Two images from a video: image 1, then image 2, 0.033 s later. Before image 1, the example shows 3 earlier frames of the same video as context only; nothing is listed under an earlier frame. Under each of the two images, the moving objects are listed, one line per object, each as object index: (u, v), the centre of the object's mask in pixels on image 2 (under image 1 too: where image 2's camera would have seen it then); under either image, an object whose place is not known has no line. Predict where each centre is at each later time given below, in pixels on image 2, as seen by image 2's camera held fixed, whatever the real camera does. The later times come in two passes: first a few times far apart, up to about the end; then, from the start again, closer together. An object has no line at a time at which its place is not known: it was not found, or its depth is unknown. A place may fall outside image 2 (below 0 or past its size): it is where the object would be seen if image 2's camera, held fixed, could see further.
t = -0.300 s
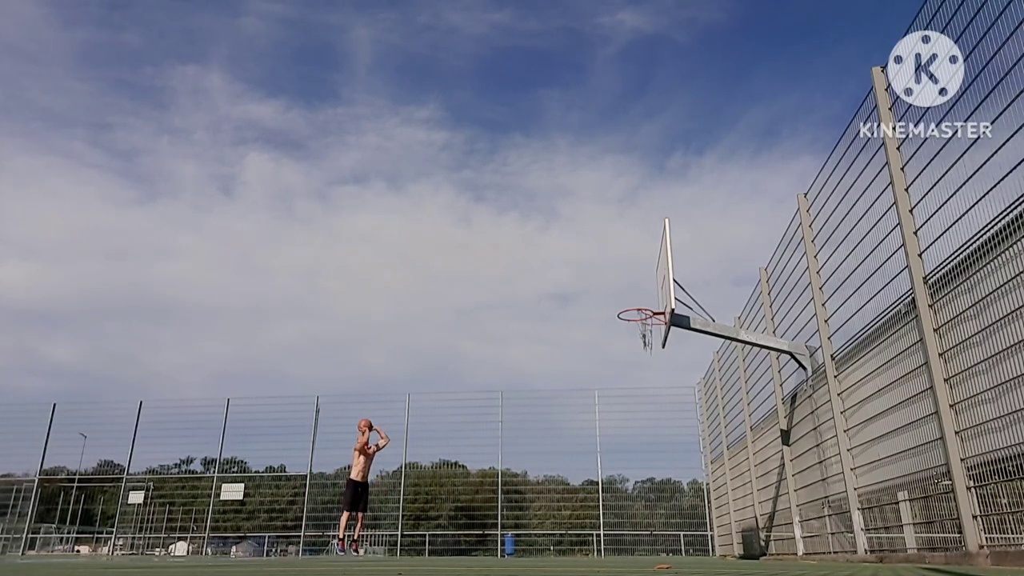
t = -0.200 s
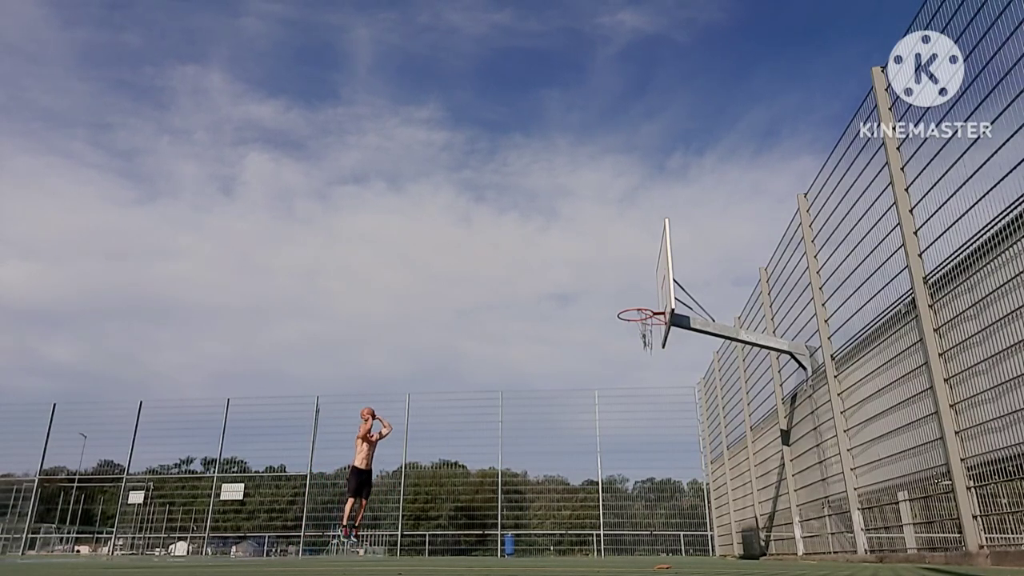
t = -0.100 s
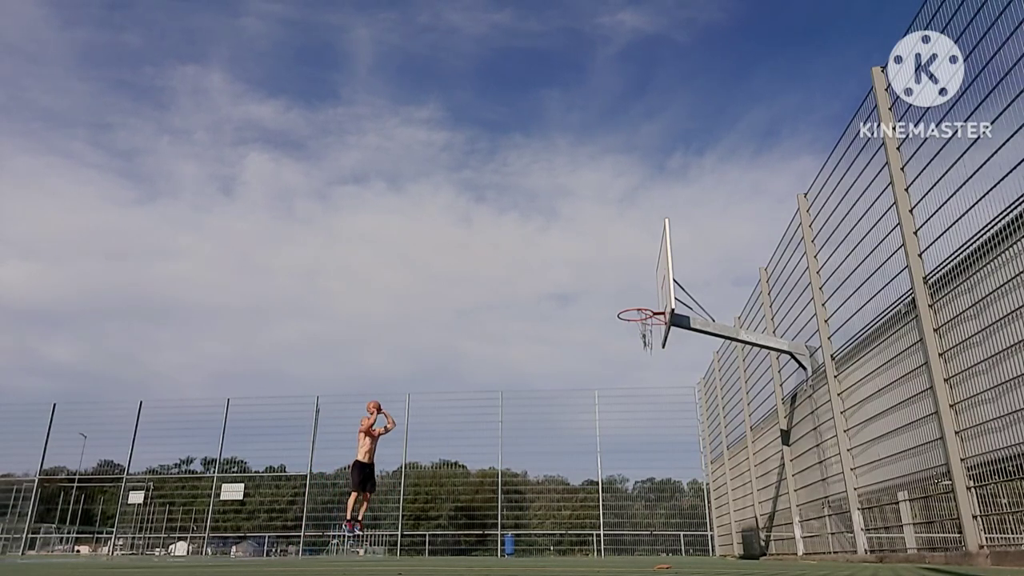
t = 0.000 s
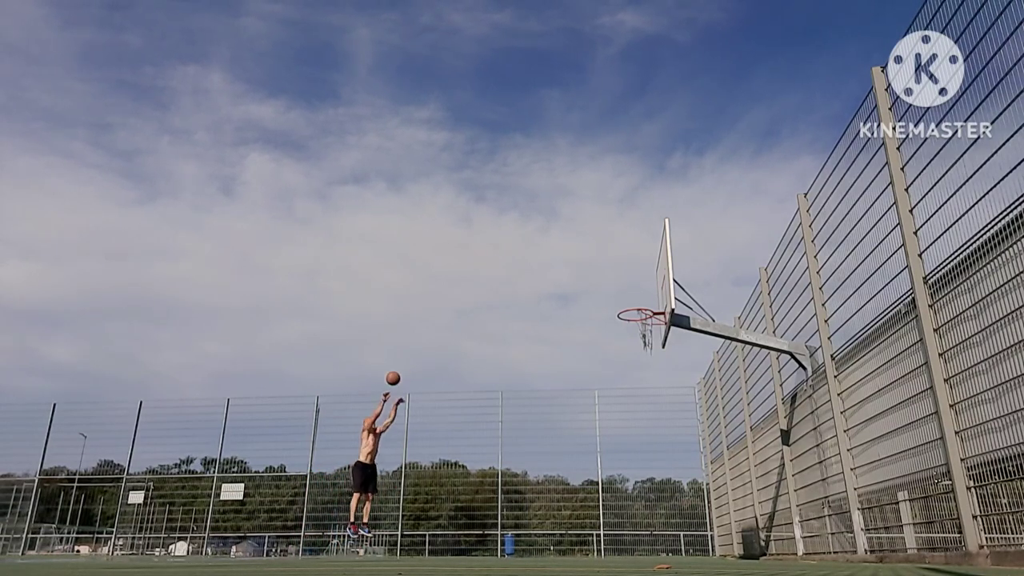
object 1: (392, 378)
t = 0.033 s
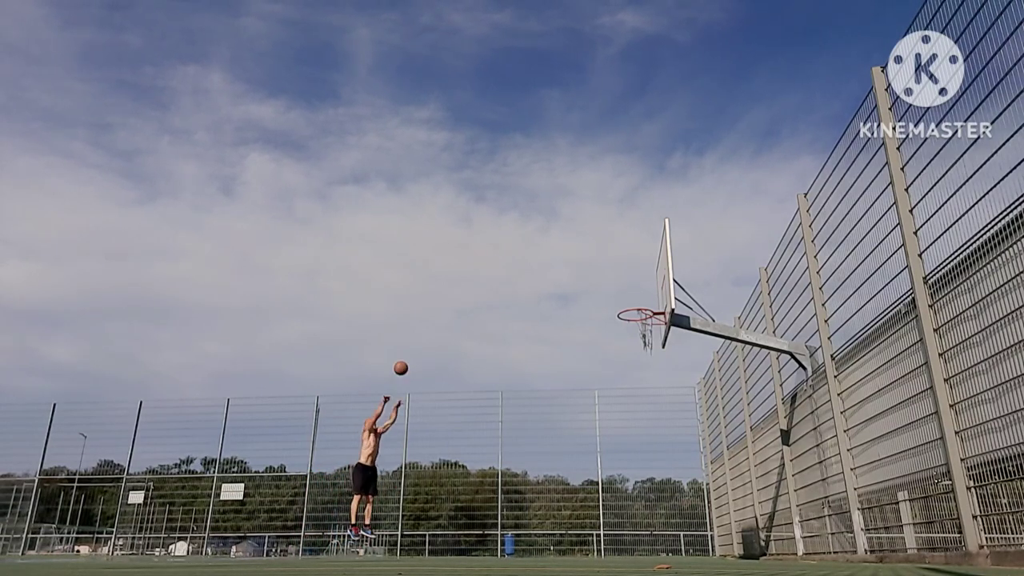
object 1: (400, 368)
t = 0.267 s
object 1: (456, 313)
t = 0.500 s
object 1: (515, 286)
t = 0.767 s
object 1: (592, 295)
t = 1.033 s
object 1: (652, 296)
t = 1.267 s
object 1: (608, 299)
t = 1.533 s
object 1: (558, 352)
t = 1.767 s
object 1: (511, 452)
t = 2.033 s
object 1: (467, 479)
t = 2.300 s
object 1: (446, 382)
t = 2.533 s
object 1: (426, 348)
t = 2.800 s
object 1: (400, 364)
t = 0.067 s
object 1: (408, 358)
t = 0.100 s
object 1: (416, 349)
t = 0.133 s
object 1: (424, 341)
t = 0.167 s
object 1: (432, 333)
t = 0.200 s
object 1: (440, 326)
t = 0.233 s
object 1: (448, 319)
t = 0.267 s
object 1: (456, 313)
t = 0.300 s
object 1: (464, 307)
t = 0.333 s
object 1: (472, 302)
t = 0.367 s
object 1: (481, 298)
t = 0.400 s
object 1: (489, 294)
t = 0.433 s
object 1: (498, 291)
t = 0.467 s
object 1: (506, 288)
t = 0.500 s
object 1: (515, 286)
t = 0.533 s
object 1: (524, 285)
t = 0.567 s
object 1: (533, 284)
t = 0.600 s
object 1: (542, 284)
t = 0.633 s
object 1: (552, 285)
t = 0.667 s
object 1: (561, 286)
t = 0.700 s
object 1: (571, 289)
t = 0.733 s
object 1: (581, 292)
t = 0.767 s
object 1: (592, 295)
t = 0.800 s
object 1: (602, 300)
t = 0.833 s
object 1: (614, 305)
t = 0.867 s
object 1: (624, 311)
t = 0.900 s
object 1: (631, 306)
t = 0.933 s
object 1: (639, 303)
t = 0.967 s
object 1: (646, 300)
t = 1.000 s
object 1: (654, 299)
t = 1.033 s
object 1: (652, 296)
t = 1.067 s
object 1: (645, 294)
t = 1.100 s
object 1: (639, 293)
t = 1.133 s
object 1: (633, 292)
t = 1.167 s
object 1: (626, 293)
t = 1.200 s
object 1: (620, 294)
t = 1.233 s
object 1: (614, 296)
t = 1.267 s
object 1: (608, 299)
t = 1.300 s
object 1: (601, 302)
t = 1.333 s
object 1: (595, 307)
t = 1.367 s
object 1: (589, 312)
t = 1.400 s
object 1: (583, 318)
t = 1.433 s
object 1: (577, 325)
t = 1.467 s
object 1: (571, 333)
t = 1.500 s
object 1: (564, 342)
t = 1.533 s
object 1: (558, 352)
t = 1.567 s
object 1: (552, 363)
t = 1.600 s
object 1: (545, 375)
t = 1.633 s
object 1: (539, 388)
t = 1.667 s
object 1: (532, 402)
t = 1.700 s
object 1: (525, 418)
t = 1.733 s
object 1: (518, 434)
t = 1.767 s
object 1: (511, 452)
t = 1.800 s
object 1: (504, 471)
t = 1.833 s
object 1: (496, 493)
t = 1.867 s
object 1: (488, 514)
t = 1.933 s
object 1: (476, 533)
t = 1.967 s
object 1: (473, 514)
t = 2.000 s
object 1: (470, 495)
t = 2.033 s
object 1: (467, 479)
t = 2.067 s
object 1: (465, 463)
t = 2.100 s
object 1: (462, 448)
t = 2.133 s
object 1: (459, 435)
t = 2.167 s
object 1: (456, 422)
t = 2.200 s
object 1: (454, 411)
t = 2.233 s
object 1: (451, 400)
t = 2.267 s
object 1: (448, 390)
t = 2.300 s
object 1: (446, 382)
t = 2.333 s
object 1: (443, 374)
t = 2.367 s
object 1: (440, 368)
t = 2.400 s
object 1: (437, 362)
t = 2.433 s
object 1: (435, 357)
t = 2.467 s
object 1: (432, 353)
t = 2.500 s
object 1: (429, 350)
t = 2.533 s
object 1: (426, 348)
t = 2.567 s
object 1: (423, 346)
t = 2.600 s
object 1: (420, 346)
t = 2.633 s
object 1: (417, 347)
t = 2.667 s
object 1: (413, 348)
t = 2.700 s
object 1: (410, 351)
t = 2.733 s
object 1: (407, 354)
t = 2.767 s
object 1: (404, 359)
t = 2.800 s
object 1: (400, 364)
